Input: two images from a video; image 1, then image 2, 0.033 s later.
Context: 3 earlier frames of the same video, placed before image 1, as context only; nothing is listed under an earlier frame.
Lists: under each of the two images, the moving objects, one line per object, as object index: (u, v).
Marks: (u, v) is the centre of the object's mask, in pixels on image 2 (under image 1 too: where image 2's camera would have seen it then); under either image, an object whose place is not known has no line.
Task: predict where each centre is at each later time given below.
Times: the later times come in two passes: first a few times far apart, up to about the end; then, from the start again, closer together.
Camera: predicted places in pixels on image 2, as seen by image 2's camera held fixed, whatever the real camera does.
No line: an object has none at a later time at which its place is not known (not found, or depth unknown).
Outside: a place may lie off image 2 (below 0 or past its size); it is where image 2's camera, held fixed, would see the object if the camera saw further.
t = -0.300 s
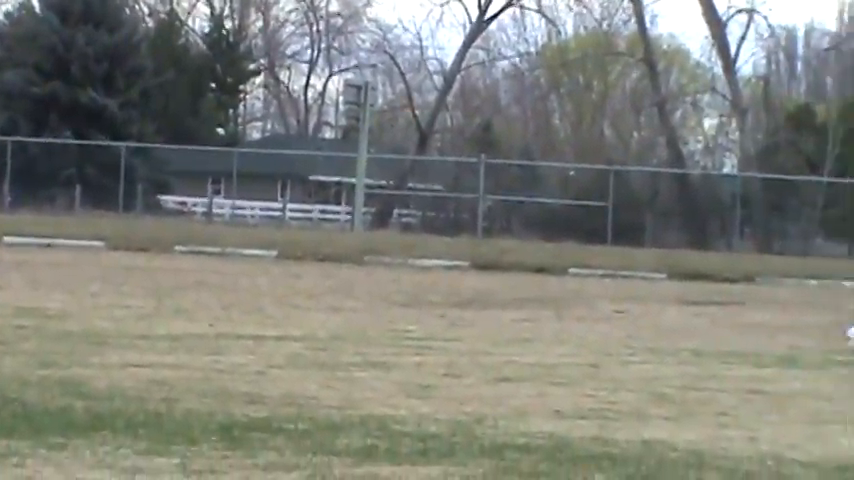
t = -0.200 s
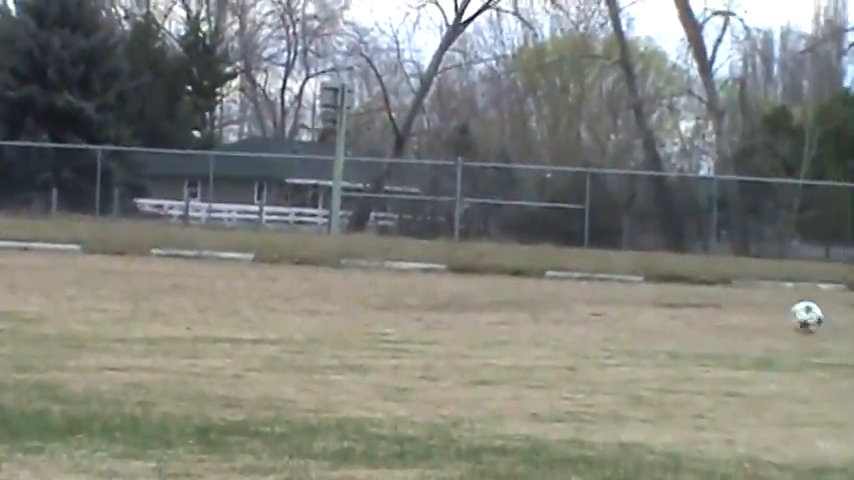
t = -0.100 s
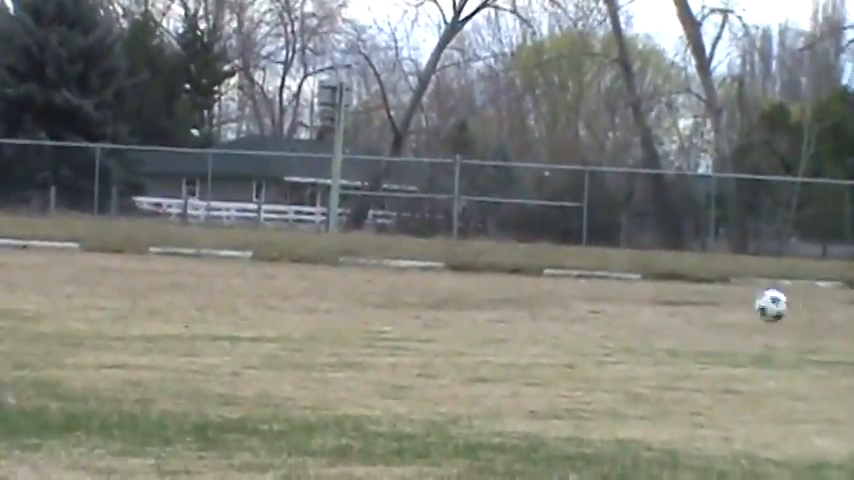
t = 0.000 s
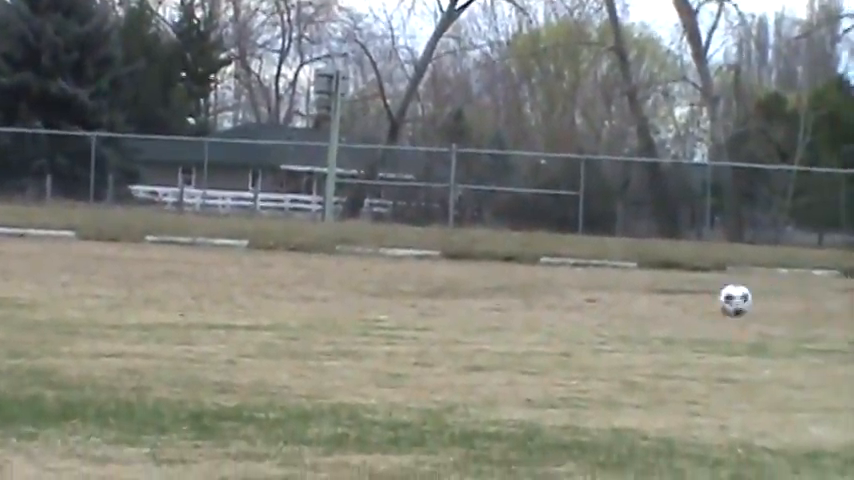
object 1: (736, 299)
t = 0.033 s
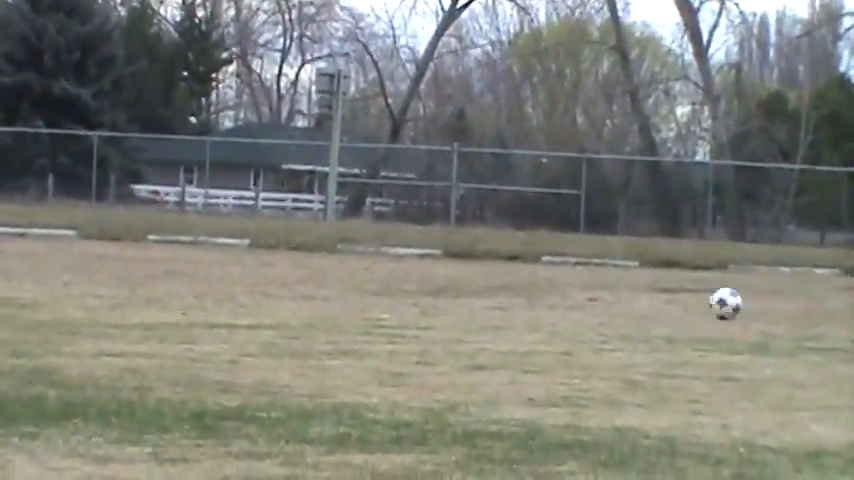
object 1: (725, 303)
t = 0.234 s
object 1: (664, 355)
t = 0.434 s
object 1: (665, 345)
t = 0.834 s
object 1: (651, 355)
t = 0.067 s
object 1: (714, 309)
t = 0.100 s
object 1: (702, 318)
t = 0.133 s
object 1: (691, 328)
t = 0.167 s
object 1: (681, 339)
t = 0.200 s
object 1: (669, 352)
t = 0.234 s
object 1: (664, 355)
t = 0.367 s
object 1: (665, 342)
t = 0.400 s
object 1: (664, 343)
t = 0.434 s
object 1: (665, 345)
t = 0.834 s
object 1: (651, 355)
